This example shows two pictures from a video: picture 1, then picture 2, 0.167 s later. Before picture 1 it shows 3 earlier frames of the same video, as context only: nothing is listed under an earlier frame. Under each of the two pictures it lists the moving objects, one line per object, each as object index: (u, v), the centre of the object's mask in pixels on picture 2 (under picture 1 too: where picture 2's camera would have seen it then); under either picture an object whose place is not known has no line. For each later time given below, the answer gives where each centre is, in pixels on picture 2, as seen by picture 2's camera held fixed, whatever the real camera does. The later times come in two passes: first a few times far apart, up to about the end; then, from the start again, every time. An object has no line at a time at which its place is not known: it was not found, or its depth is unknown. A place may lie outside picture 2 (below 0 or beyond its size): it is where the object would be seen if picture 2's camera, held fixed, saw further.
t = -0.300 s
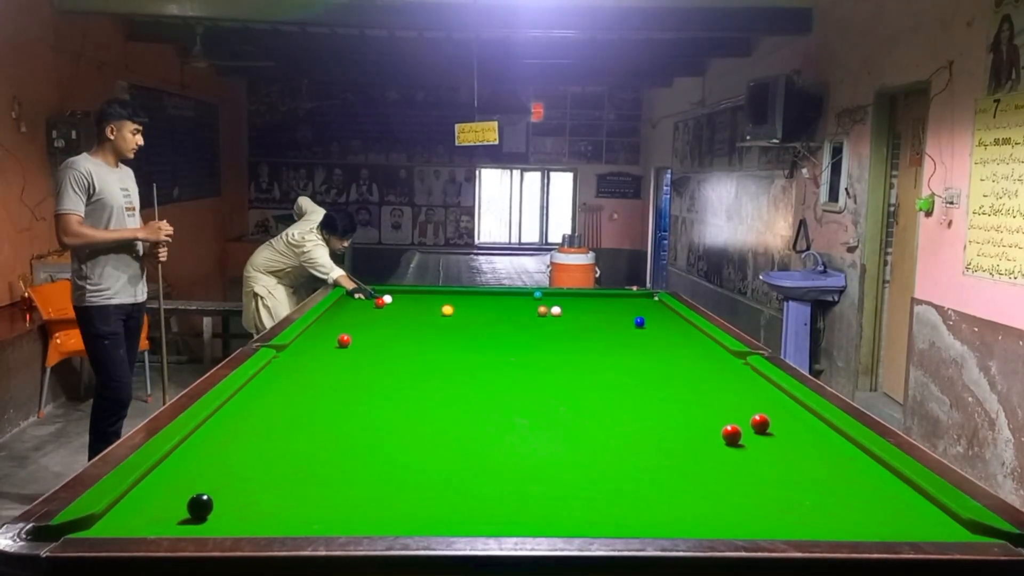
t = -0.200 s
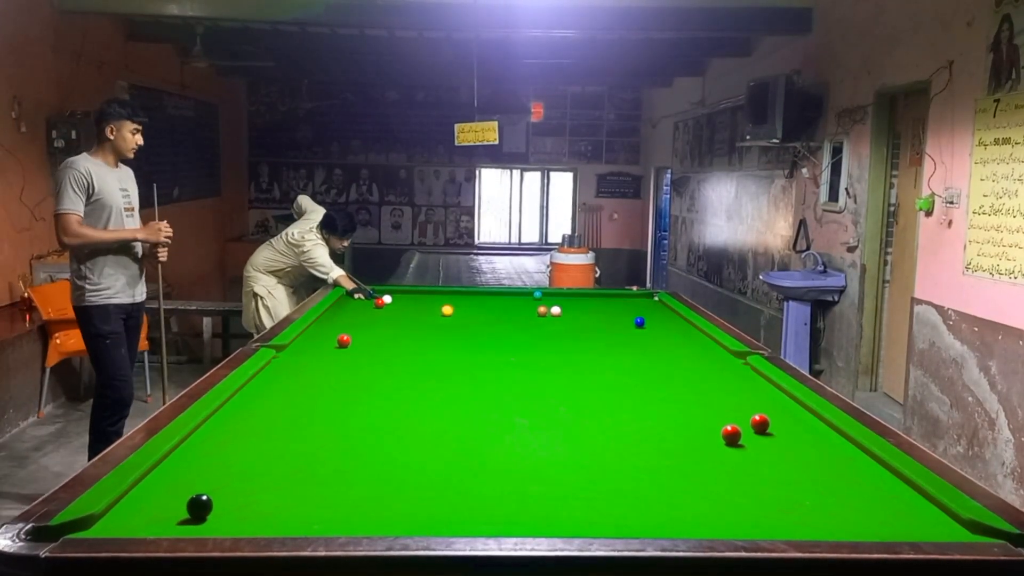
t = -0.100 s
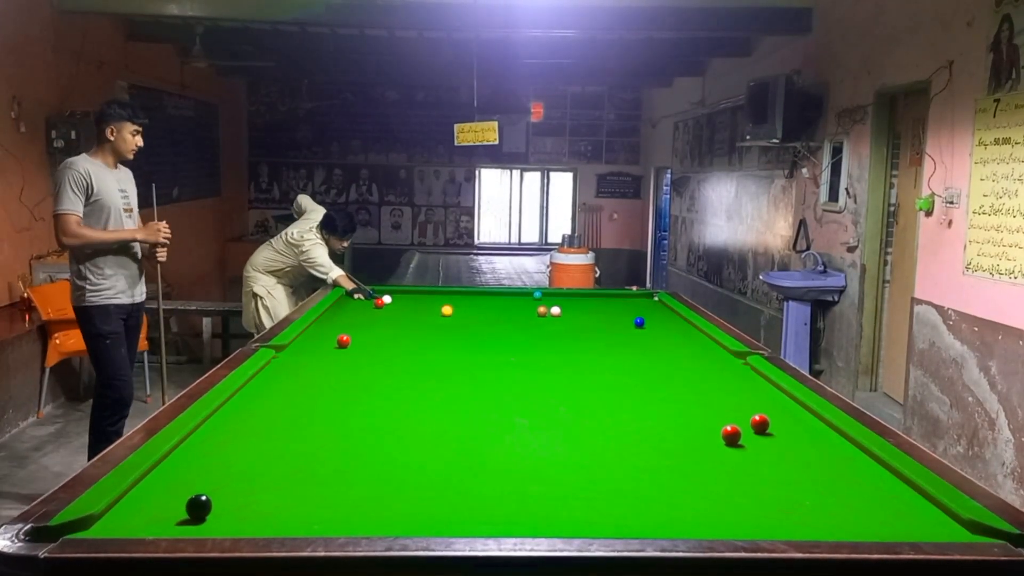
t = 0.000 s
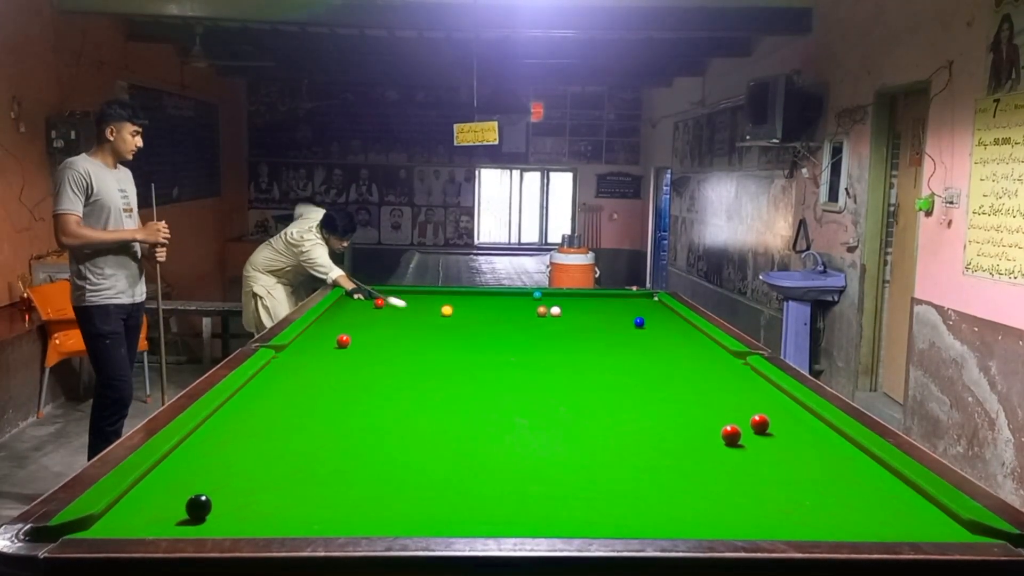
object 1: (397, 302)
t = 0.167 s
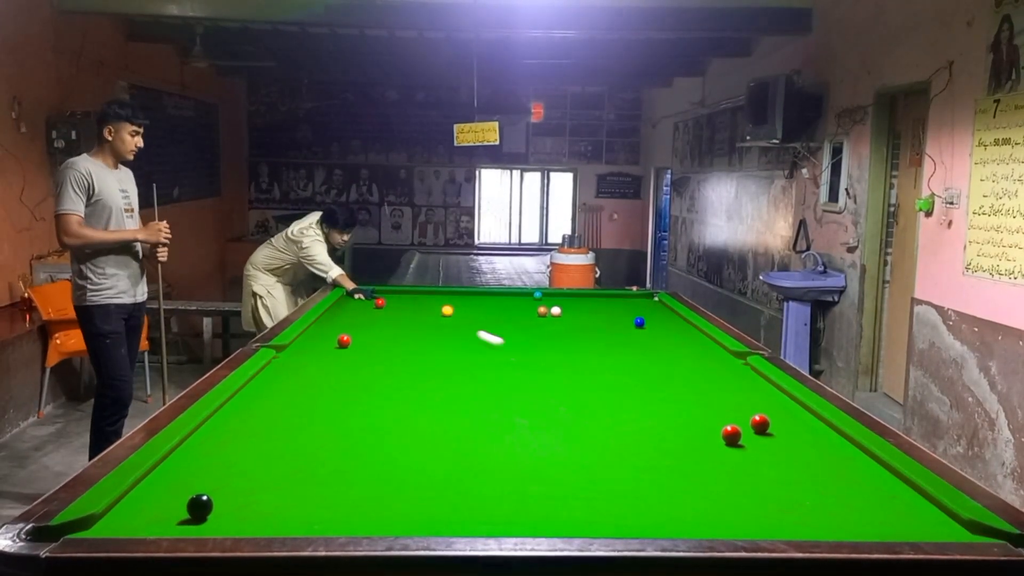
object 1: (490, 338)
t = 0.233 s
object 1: (538, 357)
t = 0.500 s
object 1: (711, 435)
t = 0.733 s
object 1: (718, 454)
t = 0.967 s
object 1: (730, 476)
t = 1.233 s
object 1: (745, 505)
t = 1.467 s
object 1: (753, 522)
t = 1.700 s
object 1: (726, 509)
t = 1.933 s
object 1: (703, 493)
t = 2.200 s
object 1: (681, 478)
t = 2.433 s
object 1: (665, 467)
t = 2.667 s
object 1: (651, 458)
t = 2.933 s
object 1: (638, 449)
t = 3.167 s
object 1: (627, 443)
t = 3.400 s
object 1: (619, 437)
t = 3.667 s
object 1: (610, 433)
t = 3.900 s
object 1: (604, 429)
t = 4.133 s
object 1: (600, 426)
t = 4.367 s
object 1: (597, 424)
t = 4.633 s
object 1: (594, 423)
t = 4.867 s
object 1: (594, 423)
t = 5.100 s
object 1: (594, 423)
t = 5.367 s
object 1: (594, 423)
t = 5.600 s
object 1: (594, 423)
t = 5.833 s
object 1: (594, 423)
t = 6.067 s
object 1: (594, 423)
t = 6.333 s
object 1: (594, 423)
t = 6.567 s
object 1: (594, 423)
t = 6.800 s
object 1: (594, 423)
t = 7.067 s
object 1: (594, 423)
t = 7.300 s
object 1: (594, 423)
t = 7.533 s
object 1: (594, 423)
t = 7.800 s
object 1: (594, 422)
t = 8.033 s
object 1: (594, 423)
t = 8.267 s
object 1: (594, 423)
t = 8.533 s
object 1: (594, 423)
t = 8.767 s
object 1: (594, 423)
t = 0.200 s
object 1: (513, 347)
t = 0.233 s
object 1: (538, 357)
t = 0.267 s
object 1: (566, 367)
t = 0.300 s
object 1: (596, 379)
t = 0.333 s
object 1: (629, 391)
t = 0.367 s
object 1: (666, 406)
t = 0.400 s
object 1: (705, 422)
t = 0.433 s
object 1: (716, 430)
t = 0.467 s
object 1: (713, 432)
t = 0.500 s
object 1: (711, 435)
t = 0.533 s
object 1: (711, 437)
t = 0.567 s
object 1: (711, 439)
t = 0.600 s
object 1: (712, 442)
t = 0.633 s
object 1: (714, 445)
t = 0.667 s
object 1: (715, 448)
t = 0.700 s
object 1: (717, 451)
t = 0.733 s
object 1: (718, 454)
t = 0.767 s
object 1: (720, 457)
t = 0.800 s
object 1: (722, 458)
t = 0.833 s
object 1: (723, 464)
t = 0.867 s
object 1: (725, 467)
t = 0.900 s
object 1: (727, 470)
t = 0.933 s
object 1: (728, 473)
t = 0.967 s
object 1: (730, 476)
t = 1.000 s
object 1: (732, 480)
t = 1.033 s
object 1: (733, 483)
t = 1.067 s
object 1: (735, 487)
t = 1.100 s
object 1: (737, 490)
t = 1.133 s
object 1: (739, 494)
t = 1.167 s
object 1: (741, 498)
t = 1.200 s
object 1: (743, 501)
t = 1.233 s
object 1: (745, 505)
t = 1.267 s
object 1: (747, 509)
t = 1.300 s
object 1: (749, 513)
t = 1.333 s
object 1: (751, 516)
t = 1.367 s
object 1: (753, 519)
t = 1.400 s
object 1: (755, 521)
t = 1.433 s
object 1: (756, 523)
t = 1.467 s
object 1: (753, 522)
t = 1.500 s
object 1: (749, 521)
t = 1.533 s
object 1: (745, 519)
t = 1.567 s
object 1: (741, 518)
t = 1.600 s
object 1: (737, 516)
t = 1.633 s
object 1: (734, 515)
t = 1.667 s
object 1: (730, 511)
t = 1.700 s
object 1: (726, 509)
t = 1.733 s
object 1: (722, 506)
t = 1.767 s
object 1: (719, 504)
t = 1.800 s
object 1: (716, 502)
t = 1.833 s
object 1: (712, 500)
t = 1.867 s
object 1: (709, 497)
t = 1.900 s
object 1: (706, 495)
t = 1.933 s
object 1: (703, 493)
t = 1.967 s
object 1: (700, 491)
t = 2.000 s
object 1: (697, 489)
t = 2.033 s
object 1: (695, 487)
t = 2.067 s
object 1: (692, 485)
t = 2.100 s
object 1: (689, 483)
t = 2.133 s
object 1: (687, 482)
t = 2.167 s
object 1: (684, 480)
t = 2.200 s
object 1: (681, 478)
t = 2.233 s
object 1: (679, 477)
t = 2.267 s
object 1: (677, 475)
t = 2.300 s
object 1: (674, 473)
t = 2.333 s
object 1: (672, 472)
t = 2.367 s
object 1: (670, 470)
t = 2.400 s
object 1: (667, 469)
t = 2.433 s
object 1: (665, 467)
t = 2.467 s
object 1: (663, 466)
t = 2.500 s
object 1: (661, 464)
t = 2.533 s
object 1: (659, 463)
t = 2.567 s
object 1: (657, 462)
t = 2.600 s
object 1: (655, 460)
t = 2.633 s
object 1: (653, 459)
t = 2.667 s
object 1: (651, 458)
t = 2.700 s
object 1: (649, 457)
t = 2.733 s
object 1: (647, 456)
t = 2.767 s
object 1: (646, 455)
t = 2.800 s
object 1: (644, 453)
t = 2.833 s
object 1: (642, 452)
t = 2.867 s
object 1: (641, 451)
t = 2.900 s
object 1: (639, 450)
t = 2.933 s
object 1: (638, 449)
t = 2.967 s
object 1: (636, 448)
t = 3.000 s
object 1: (634, 447)
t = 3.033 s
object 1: (633, 446)
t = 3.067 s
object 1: (631, 445)
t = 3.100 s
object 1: (630, 444)
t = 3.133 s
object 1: (629, 443)
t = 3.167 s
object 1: (627, 443)
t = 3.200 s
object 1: (626, 442)
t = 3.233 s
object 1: (625, 441)
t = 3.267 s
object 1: (623, 440)
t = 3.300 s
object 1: (622, 439)
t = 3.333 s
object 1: (621, 439)
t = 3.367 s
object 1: (620, 438)
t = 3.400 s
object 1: (619, 437)
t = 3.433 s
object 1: (617, 437)
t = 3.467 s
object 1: (616, 436)
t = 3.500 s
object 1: (615, 435)
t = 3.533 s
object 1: (614, 435)
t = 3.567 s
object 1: (613, 434)
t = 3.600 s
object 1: (612, 434)
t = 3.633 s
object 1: (611, 433)
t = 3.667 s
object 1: (610, 433)
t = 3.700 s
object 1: (609, 432)
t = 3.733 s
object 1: (608, 432)
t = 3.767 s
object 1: (608, 431)
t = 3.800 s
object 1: (607, 431)
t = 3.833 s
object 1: (606, 430)
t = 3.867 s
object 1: (605, 429)
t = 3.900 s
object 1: (604, 429)
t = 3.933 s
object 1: (604, 429)
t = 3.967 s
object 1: (603, 428)
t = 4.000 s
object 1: (602, 428)
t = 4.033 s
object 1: (602, 428)
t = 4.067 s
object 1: (601, 427)
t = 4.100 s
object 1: (601, 427)
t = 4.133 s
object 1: (600, 426)
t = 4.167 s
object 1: (600, 426)
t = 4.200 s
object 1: (599, 426)
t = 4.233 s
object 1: (599, 425)
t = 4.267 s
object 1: (598, 425)
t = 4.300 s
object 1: (598, 425)
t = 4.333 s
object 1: (597, 425)
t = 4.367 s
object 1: (597, 424)
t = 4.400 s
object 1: (596, 424)
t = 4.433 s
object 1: (596, 424)
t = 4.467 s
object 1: (596, 424)
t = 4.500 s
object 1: (595, 424)
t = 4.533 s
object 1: (595, 424)
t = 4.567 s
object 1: (595, 424)
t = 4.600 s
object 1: (594, 423)
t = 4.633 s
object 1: (594, 423)
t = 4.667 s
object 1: (594, 423)
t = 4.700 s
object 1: (594, 423)
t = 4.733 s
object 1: (594, 423)
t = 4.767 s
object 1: (594, 423)
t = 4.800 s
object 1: (594, 423)
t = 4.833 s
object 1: (594, 423)
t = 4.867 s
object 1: (594, 423)
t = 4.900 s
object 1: (594, 423)
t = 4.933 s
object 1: (594, 423)
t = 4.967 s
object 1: (594, 423)
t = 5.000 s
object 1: (594, 423)
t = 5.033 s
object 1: (594, 423)
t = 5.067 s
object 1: (594, 423)
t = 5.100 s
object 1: (594, 423)
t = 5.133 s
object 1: (594, 423)
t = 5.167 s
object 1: (594, 423)
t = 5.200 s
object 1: (594, 423)
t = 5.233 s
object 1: (594, 423)
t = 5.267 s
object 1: (594, 423)
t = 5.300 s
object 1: (594, 423)
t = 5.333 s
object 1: (594, 423)
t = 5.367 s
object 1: (594, 423)
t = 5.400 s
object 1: (594, 423)
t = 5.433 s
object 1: (594, 423)
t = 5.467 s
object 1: (594, 423)
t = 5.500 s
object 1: (594, 423)
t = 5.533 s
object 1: (594, 423)
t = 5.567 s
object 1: (594, 423)
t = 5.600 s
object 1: (594, 423)
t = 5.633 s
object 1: (594, 423)
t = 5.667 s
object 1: (594, 423)
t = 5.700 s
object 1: (594, 423)
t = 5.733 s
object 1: (594, 423)
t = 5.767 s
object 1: (594, 423)
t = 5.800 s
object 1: (594, 423)
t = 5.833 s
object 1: (594, 423)
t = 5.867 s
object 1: (594, 423)
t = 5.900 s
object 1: (594, 423)
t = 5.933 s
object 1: (594, 423)
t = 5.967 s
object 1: (594, 423)
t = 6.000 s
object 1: (594, 423)
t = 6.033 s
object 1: (594, 422)
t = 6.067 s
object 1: (594, 423)
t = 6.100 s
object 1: (594, 423)
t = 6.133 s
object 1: (594, 423)
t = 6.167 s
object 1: (594, 423)
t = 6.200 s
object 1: (594, 423)
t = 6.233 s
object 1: (594, 423)
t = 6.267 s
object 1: (594, 423)
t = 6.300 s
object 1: (594, 423)
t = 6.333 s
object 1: (594, 423)
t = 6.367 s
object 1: (594, 423)
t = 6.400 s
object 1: (594, 423)
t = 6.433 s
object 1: (594, 423)
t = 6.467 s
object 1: (594, 423)
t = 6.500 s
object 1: (594, 423)
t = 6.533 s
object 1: (594, 423)
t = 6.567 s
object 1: (594, 423)
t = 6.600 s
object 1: (594, 423)
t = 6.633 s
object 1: (594, 423)
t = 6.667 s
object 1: (594, 423)
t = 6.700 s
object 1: (594, 423)
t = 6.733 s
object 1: (594, 423)
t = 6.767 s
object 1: (594, 423)
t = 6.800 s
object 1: (594, 423)
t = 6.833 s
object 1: (594, 423)
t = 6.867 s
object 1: (594, 423)
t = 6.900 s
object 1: (594, 423)
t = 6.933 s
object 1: (594, 423)
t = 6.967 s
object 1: (594, 423)
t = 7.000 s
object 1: (594, 423)
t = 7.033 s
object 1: (594, 423)
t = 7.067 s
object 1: (594, 423)
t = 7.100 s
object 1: (594, 423)
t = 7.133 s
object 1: (594, 423)
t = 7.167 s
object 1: (594, 422)
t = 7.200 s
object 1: (594, 423)
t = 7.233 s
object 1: (594, 423)
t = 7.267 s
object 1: (594, 423)
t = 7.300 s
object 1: (594, 423)
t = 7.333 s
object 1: (594, 422)
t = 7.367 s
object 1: (594, 423)
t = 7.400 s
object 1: (594, 423)
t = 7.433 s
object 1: (594, 423)
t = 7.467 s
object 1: (594, 423)
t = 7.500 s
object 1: (594, 423)
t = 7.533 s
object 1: (594, 423)
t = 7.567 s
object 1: (594, 423)
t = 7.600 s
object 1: (594, 423)
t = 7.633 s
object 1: (594, 423)
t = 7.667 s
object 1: (594, 423)
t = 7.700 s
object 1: (594, 423)
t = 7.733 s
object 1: (594, 423)
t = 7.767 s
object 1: (594, 423)
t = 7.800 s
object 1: (594, 422)
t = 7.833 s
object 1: (594, 423)
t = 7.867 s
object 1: (594, 423)
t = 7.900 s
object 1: (594, 422)
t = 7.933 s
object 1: (594, 423)
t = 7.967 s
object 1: (594, 423)
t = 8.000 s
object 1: (594, 423)
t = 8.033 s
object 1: (594, 423)
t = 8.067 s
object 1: (594, 423)
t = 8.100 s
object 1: (594, 423)
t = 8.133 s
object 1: (594, 423)
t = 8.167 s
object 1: (594, 423)
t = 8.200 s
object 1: (594, 423)
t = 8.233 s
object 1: (594, 423)
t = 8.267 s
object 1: (594, 423)
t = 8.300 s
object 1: (594, 423)
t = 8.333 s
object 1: (594, 423)
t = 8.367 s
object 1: (594, 423)
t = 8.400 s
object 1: (594, 423)
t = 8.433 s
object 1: (594, 423)
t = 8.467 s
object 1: (594, 423)
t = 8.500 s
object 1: (594, 423)
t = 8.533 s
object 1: (594, 423)
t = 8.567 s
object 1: (594, 423)
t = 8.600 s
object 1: (594, 423)
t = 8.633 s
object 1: (594, 423)
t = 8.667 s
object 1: (594, 423)
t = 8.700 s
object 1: (594, 423)
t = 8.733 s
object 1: (594, 423)
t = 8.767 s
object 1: (594, 423)
